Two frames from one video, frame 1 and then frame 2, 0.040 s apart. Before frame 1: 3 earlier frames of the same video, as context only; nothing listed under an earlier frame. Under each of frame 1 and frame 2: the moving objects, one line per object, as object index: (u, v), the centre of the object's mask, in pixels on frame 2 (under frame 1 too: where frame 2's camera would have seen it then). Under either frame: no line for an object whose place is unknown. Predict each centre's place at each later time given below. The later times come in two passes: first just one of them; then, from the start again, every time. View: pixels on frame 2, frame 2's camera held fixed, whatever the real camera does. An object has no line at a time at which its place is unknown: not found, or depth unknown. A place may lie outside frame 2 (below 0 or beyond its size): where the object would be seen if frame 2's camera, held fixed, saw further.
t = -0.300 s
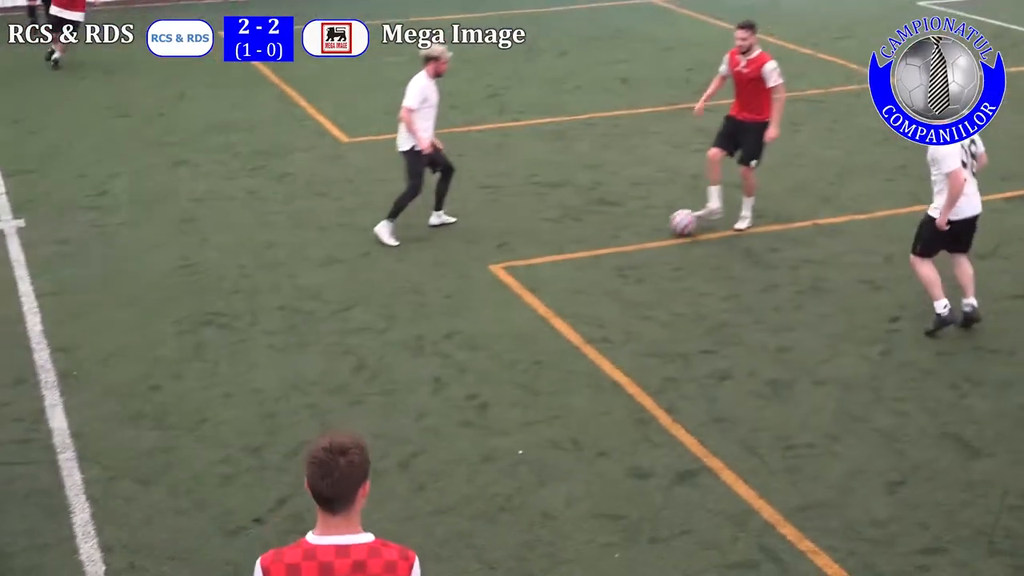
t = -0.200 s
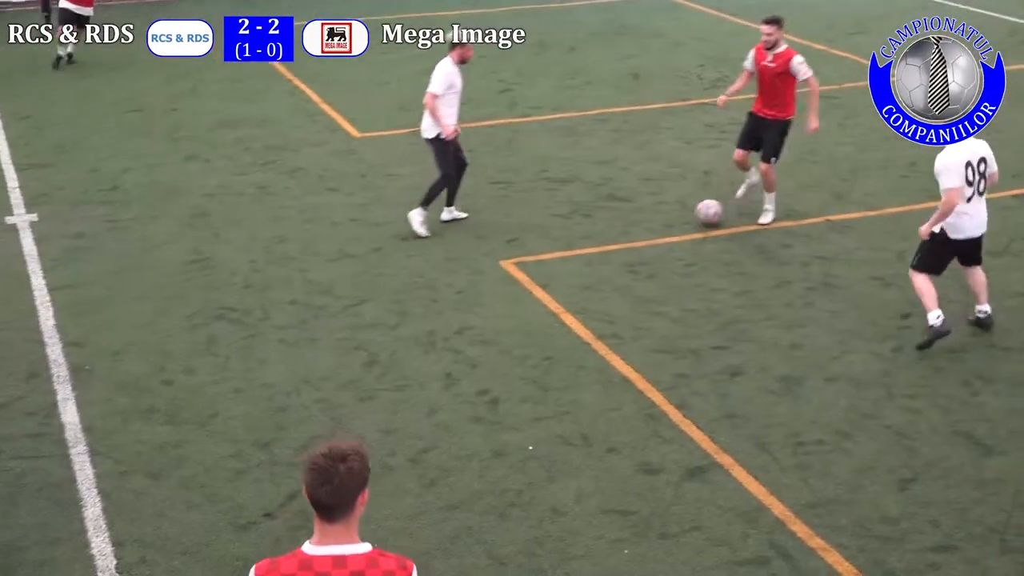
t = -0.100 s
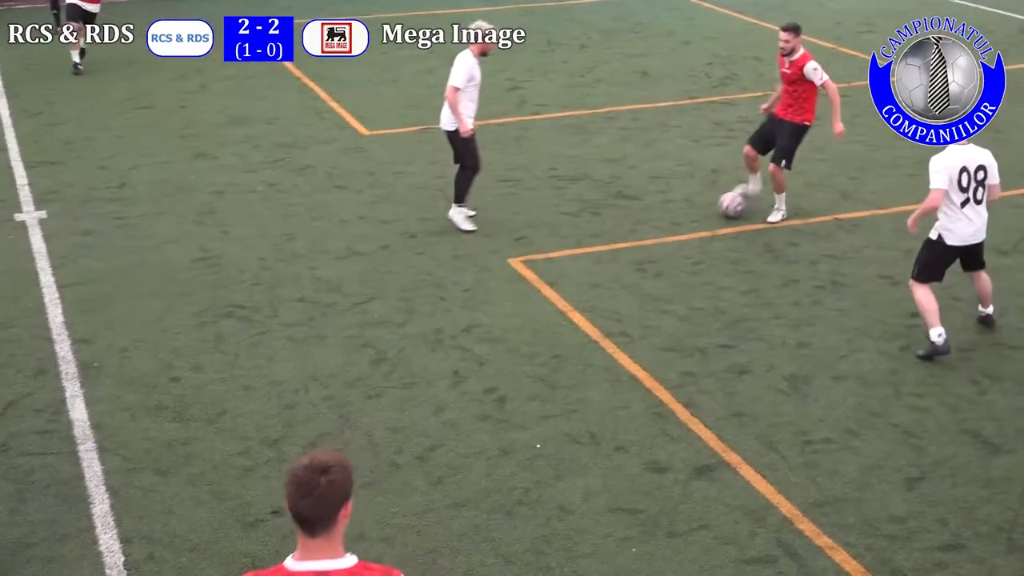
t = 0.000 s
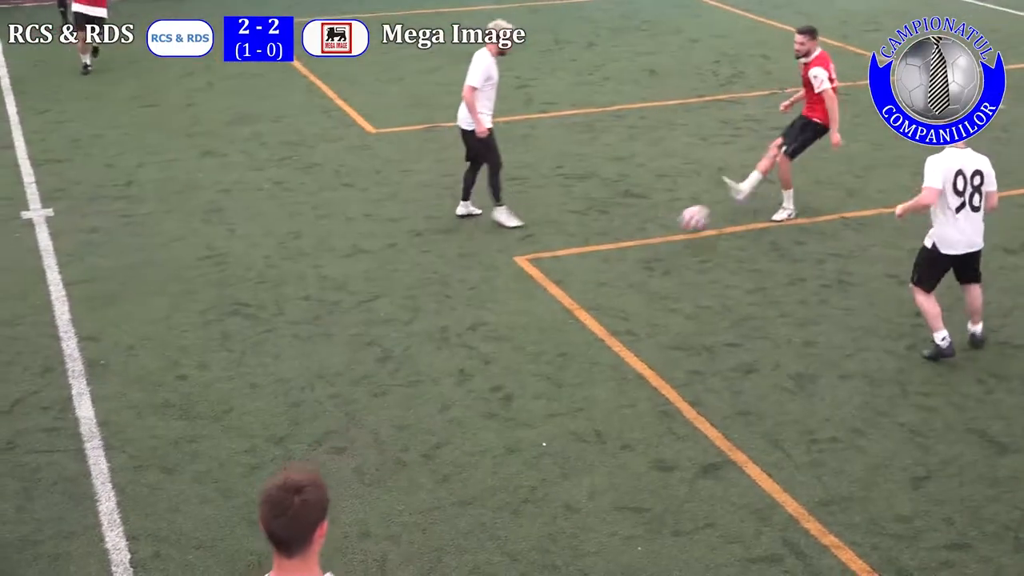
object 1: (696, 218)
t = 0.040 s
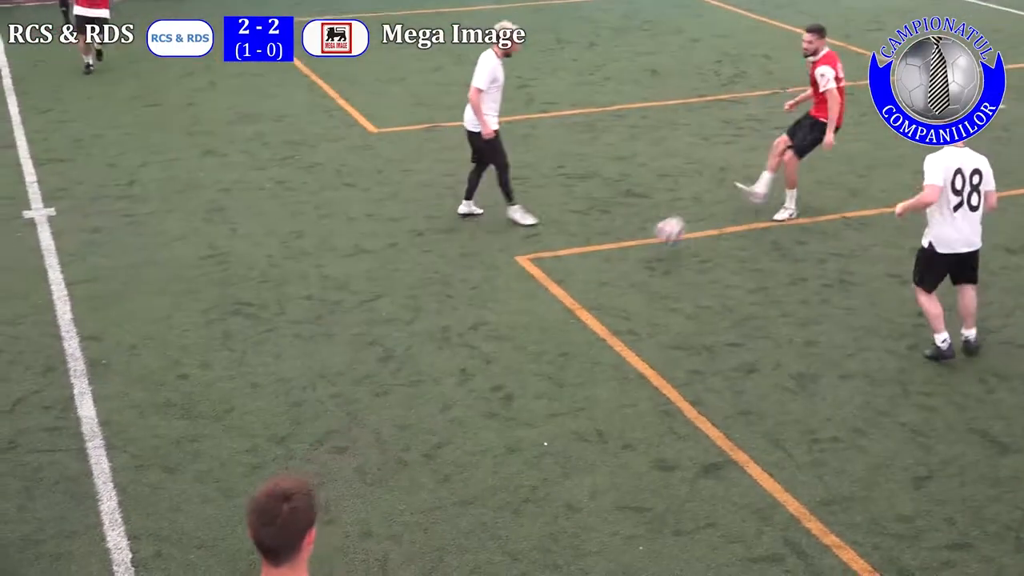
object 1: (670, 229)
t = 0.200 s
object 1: (551, 318)
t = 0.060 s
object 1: (658, 237)
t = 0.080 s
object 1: (645, 246)
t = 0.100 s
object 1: (629, 256)
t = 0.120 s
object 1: (614, 266)
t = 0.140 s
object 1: (600, 276)
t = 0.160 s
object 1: (585, 288)
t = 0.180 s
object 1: (568, 302)
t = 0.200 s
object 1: (551, 318)
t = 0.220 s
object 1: (536, 331)
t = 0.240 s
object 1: (519, 343)
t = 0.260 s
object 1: (506, 349)
